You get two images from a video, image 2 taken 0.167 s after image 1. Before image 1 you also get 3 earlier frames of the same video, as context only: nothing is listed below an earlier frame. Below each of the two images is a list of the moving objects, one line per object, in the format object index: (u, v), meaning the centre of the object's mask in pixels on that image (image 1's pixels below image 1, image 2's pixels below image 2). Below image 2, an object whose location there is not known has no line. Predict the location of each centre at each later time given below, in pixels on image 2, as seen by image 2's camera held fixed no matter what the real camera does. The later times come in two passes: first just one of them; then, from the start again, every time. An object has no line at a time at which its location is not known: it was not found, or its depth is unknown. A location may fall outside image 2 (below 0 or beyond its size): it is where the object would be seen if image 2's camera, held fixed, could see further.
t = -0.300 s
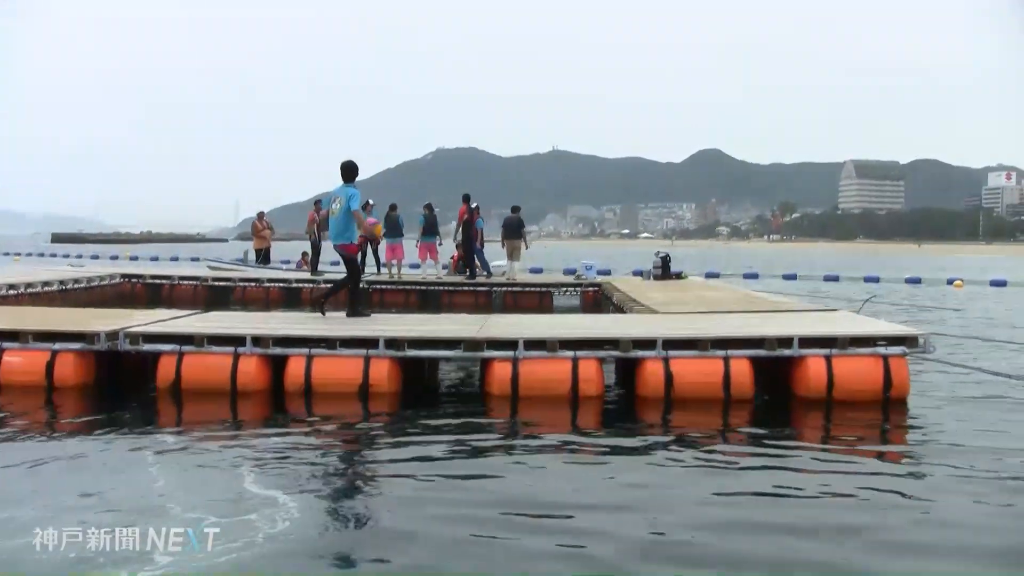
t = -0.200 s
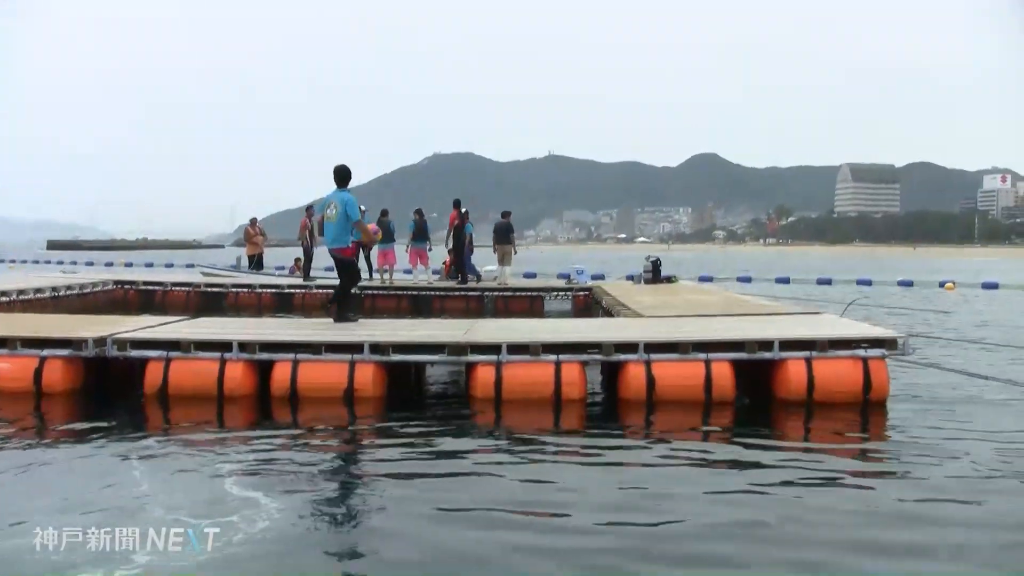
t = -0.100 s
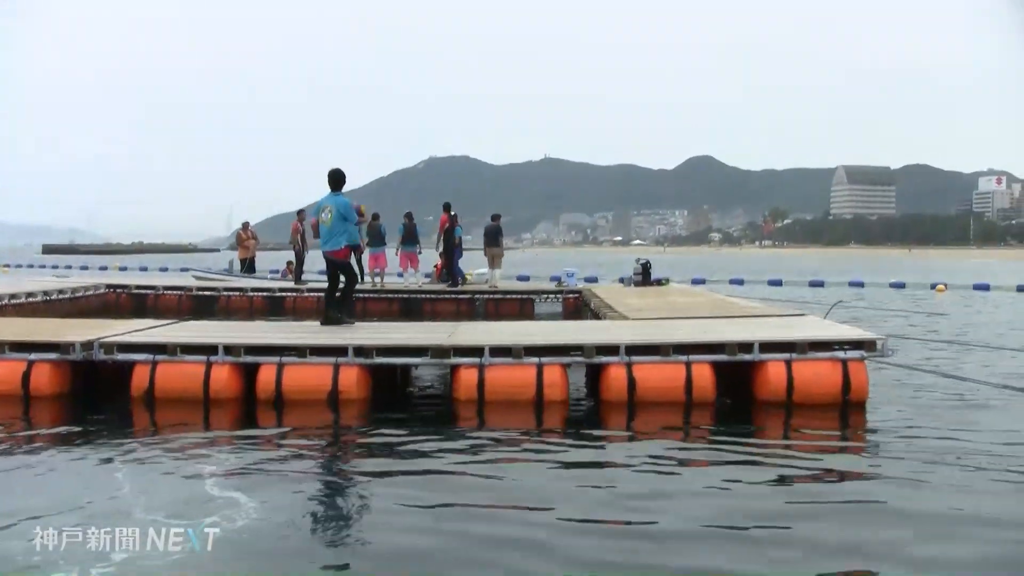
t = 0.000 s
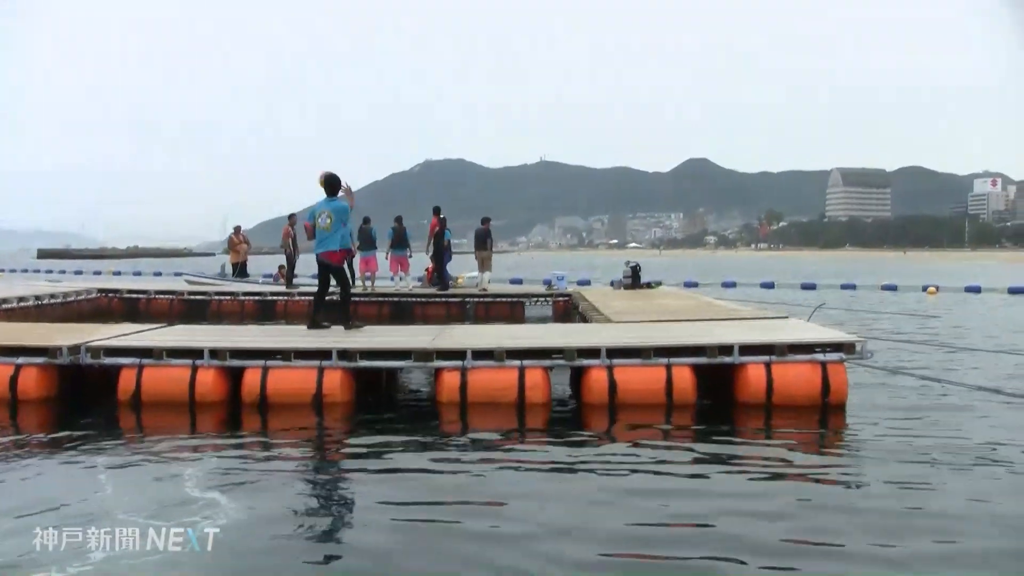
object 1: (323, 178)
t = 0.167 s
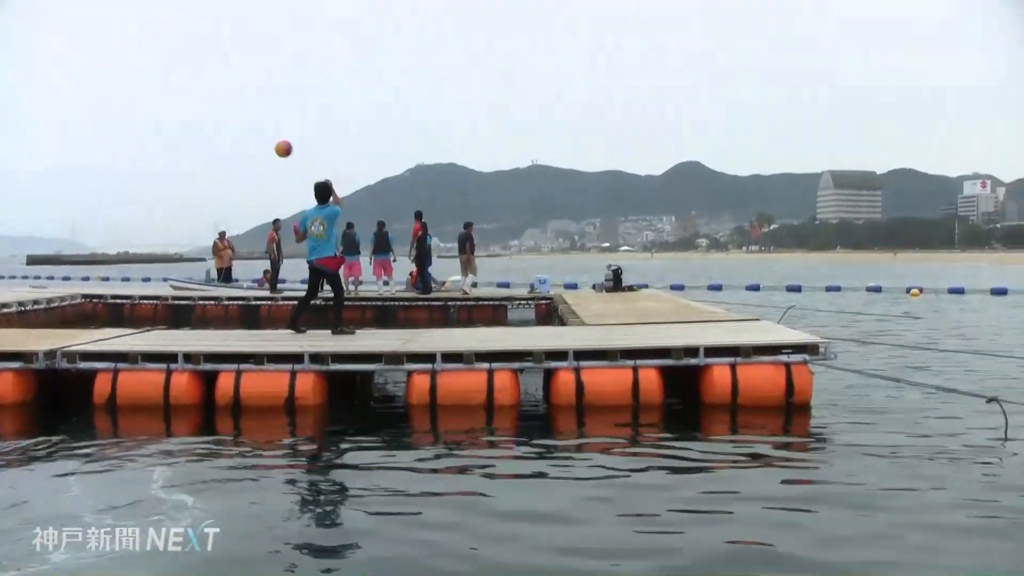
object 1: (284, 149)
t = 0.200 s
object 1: (279, 144)
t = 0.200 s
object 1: (279, 144)
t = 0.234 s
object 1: (274, 141)
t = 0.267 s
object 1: (270, 138)
